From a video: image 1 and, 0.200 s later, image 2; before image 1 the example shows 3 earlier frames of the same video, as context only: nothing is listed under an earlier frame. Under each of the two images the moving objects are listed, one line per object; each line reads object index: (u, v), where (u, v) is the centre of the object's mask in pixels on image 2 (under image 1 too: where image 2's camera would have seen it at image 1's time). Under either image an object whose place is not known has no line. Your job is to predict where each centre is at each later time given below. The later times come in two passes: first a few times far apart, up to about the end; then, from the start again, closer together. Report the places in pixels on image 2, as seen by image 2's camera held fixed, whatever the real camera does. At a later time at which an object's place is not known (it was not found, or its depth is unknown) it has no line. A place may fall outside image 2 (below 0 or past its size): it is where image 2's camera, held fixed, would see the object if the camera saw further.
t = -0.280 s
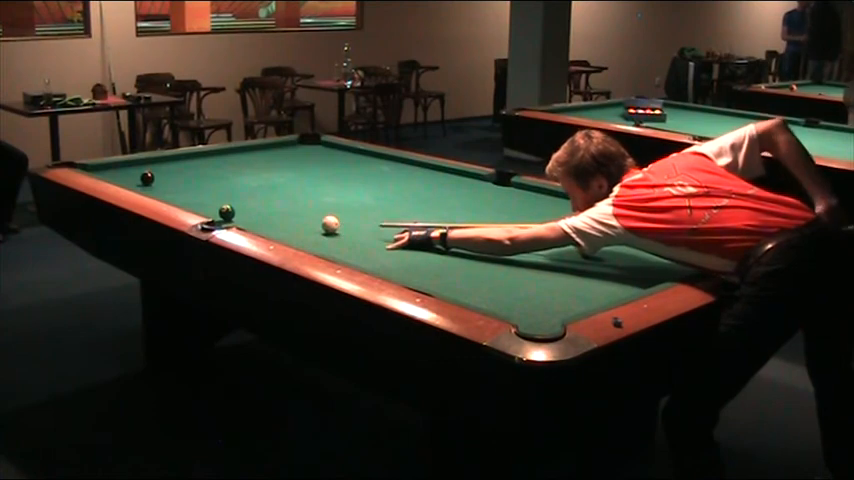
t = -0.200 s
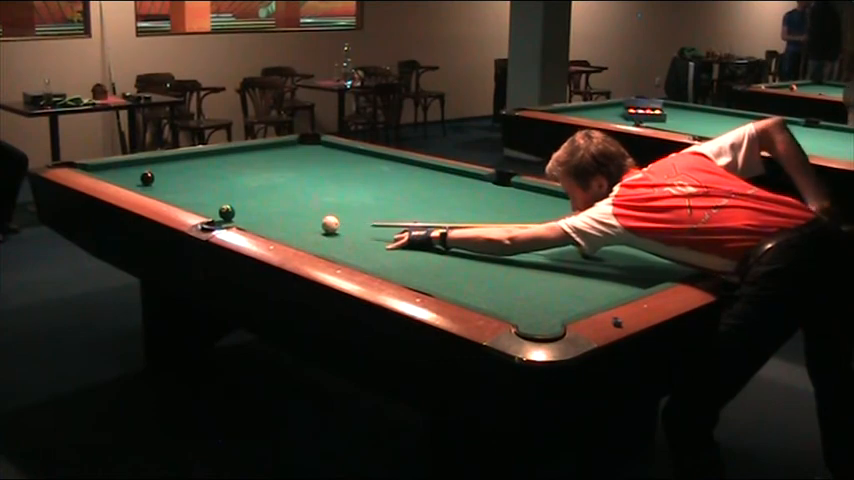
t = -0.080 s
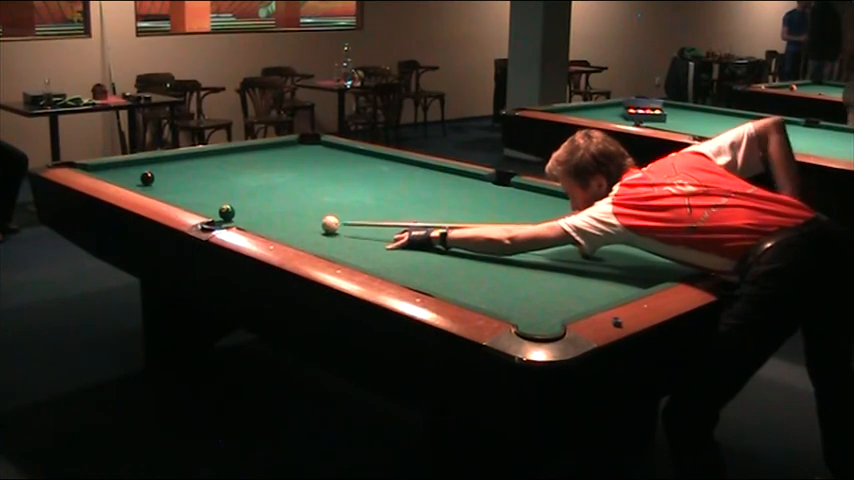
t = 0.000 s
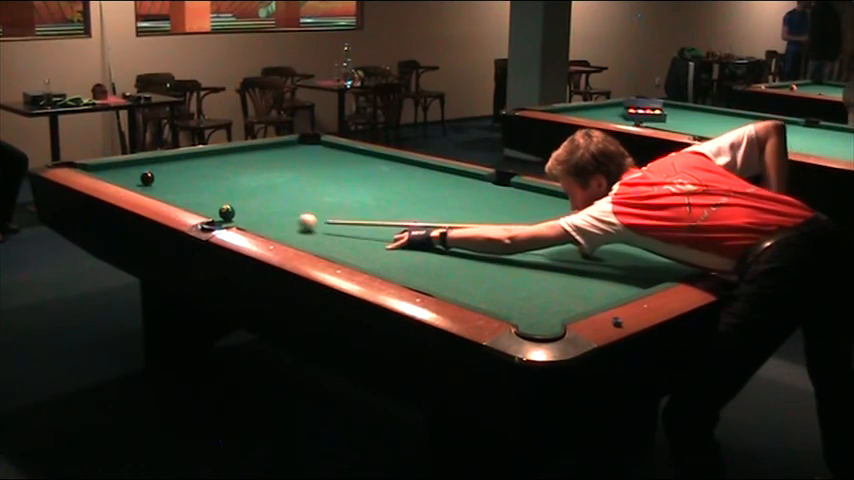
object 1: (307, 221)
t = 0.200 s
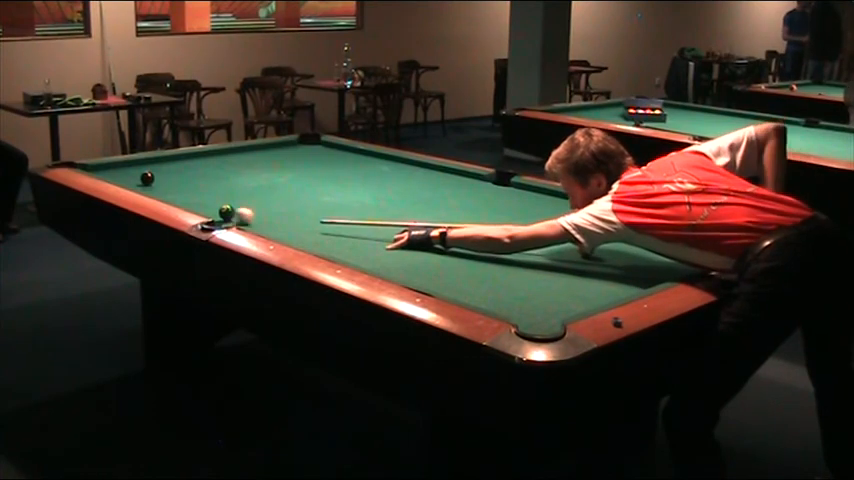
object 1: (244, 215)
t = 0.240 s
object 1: (235, 215)
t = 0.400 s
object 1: (225, 214)
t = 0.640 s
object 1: (237, 210)
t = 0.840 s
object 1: (246, 207)
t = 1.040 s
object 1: (255, 204)
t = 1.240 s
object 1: (263, 201)
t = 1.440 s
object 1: (270, 198)
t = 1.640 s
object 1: (277, 196)
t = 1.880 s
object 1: (284, 193)
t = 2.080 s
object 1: (290, 191)
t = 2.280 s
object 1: (295, 190)
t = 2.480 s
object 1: (299, 188)
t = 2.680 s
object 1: (303, 186)
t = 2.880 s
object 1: (310, 183)
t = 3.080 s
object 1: (311, 184)
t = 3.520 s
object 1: (317, 182)
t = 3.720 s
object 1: (318, 181)
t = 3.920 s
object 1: (320, 181)
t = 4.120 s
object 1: (321, 181)
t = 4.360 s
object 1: (322, 181)
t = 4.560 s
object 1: (322, 181)
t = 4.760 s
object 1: (322, 181)
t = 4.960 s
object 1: (322, 181)
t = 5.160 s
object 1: (322, 181)
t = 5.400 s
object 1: (322, 181)
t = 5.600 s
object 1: (322, 181)
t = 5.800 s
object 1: (322, 181)
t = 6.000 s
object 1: (322, 181)
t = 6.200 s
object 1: (322, 181)
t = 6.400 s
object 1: (322, 180)
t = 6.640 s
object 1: (322, 181)
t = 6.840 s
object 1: (322, 181)
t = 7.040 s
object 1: (322, 181)
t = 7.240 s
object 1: (322, 181)
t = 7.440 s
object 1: (322, 181)
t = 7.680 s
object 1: (322, 181)
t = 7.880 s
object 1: (322, 181)
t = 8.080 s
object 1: (322, 181)
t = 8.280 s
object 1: (322, 181)
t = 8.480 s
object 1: (322, 181)
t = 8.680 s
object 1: (322, 181)
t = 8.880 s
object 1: (322, 181)
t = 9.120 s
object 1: (322, 181)
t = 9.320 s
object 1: (322, 181)
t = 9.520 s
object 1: (322, 181)
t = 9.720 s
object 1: (322, 181)
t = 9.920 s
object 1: (322, 181)
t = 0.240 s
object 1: (235, 215)
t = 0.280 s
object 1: (229, 215)
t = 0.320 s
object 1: (224, 214)
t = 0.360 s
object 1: (224, 214)
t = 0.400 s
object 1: (225, 214)
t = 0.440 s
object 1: (227, 214)
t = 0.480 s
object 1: (229, 213)
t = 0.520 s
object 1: (231, 212)
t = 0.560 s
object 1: (233, 211)
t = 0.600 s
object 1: (235, 211)
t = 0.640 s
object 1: (237, 210)
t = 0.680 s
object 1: (239, 209)
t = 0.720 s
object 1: (241, 209)
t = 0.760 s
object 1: (242, 208)
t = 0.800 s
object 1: (244, 208)
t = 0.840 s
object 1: (246, 207)
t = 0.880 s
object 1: (248, 206)
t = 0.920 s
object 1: (250, 206)
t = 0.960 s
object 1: (252, 205)
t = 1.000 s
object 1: (253, 204)
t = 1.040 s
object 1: (255, 204)
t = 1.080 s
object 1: (257, 203)
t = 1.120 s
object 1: (258, 203)
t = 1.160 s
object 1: (260, 202)
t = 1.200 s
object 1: (262, 202)
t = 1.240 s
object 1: (263, 201)
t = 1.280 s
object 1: (265, 200)
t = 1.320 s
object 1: (266, 200)
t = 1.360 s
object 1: (267, 200)
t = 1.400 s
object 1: (269, 199)
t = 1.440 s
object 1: (270, 198)
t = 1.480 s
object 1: (272, 198)
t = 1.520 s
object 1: (273, 197)
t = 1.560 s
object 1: (274, 197)
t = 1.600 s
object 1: (276, 196)
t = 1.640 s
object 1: (277, 196)
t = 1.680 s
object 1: (278, 195)
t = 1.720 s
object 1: (280, 195)
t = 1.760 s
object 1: (281, 194)
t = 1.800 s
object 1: (282, 194)
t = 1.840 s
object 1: (283, 194)
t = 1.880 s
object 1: (284, 193)
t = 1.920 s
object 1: (285, 193)
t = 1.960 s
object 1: (287, 192)
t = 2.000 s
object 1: (288, 192)
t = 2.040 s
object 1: (289, 192)
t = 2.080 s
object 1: (290, 191)
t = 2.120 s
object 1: (291, 191)
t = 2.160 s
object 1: (292, 191)
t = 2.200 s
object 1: (293, 190)
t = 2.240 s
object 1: (294, 190)
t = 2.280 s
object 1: (295, 190)
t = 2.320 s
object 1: (296, 189)
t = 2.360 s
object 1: (297, 189)
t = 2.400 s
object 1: (298, 189)
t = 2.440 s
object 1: (299, 188)
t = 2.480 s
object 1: (299, 188)
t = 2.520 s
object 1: (300, 188)
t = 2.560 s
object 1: (301, 187)
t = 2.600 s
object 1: (302, 187)
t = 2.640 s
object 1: (303, 187)
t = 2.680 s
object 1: (303, 186)
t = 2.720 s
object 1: (304, 186)
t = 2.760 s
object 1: (305, 186)
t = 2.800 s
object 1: (306, 185)
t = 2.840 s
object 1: (306, 185)
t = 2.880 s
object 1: (310, 183)
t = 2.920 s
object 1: (308, 184)
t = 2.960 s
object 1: (309, 184)
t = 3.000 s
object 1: (309, 184)
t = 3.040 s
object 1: (310, 184)
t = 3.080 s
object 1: (311, 184)
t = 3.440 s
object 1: (317, 182)
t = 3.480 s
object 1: (316, 182)
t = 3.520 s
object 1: (317, 182)
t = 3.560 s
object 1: (317, 182)
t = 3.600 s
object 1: (317, 182)
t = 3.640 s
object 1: (318, 182)
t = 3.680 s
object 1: (318, 181)
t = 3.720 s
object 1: (318, 181)
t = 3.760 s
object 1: (319, 181)
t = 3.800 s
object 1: (320, 181)
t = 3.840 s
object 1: (320, 181)
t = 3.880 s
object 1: (320, 181)
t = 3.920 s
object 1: (320, 181)
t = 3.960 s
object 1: (320, 181)
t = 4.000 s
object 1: (321, 181)
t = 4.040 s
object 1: (321, 181)
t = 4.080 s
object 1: (321, 181)
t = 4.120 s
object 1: (321, 181)
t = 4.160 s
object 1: (321, 181)
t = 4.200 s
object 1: (322, 181)
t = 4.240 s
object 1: (322, 181)
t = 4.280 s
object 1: (322, 181)
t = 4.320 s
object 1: (322, 181)
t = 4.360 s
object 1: (322, 181)
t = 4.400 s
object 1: (322, 181)
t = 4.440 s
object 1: (322, 181)
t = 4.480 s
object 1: (323, 181)
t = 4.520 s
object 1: (322, 181)
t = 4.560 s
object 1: (322, 181)
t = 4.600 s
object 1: (322, 181)
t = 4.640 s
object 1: (322, 181)
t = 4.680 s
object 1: (322, 181)
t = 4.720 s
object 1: (322, 181)
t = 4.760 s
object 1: (322, 181)
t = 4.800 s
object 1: (322, 181)
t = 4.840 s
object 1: (322, 181)
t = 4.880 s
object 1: (322, 181)
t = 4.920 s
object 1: (322, 181)
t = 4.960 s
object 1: (322, 181)
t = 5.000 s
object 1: (322, 181)
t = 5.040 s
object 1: (322, 181)
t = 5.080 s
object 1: (322, 181)
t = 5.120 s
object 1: (322, 181)
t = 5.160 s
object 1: (322, 181)
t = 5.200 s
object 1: (322, 181)
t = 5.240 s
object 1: (322, 181)
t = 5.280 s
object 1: (322, 181)
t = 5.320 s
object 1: (322, 181)
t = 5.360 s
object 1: (322, 181)
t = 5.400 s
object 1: (322, 181)
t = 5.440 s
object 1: (322, 181)
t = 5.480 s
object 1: (322, 181)
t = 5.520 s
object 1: (322, 181)
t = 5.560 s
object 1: (322, 181)
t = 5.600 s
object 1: (322, 181)
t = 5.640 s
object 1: (322, 181)
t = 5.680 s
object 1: (322, 181)
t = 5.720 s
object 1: (322, 181)
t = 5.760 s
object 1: (322, 181)
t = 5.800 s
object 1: (322, 181)
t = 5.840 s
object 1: (322, 181)
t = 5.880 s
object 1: (322, 181)
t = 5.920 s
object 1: (322, 181)
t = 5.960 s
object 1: (322, 181)
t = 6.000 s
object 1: (322, 181)
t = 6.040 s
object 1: (322, 181)
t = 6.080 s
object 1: (322, 181)
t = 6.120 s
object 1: (322, 181)
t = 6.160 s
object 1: (322, 181)
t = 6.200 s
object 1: (322, 181)
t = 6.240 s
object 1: (322, 181)
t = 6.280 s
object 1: (322, 181)
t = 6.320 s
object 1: (322, 180)
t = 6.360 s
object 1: (322, 181)
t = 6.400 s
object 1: (322, 180)
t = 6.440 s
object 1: (322, 181)
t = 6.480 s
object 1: (322, 180)
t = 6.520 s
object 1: (322, 181)
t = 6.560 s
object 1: (322, 181)
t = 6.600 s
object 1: (322, 181)
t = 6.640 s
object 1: (322, 181)
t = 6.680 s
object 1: (322, 181)
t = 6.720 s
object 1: (322, 181)
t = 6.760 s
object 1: (322, 181)
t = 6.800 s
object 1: (322, 180)
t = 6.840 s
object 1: (322, 181)
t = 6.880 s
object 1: (322, 181)
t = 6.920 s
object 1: (322, 181)
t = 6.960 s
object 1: (322, 181)
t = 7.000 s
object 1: (322, 181)
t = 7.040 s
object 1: (322, 181)
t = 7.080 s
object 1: (322, 181)
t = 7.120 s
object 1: (322, 181)
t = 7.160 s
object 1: (322, 181)
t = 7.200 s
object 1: (322, 181)
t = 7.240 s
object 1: (322, 181)
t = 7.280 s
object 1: (322, 181)
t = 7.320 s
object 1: (322, 181)
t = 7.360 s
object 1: (322, 181)
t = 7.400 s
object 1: (322, 181)
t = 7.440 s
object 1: (322, 181)
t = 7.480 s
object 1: (322, 181)
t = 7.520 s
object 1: (322, 181)
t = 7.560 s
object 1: (322, 181)
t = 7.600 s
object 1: (322, 181)
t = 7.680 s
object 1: (322, 181)
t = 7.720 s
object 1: (322, 180)
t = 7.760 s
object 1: (322, 180)
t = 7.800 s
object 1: (322, 181)
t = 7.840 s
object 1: (322, 181)
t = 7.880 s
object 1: (322, 181)
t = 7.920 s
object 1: (322, 181)
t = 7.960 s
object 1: (322, 181)
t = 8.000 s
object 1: (322, 181)
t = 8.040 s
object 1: (322, 181)
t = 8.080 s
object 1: (322, 181)
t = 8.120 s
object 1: (322, 181)
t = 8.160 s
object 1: (322, 181)
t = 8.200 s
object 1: (322, 181)
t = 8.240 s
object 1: (322, 181)
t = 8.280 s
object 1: (322, 181)
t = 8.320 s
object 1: (322, 181)
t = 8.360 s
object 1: (322, 181)
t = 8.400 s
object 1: (322, 181)
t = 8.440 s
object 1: (322, 181)
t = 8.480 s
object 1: (322, 181)
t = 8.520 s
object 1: (322, 181)
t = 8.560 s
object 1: (322, 181)
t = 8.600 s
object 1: (322, 181)
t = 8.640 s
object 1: (322, 181)
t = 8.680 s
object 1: (322, 181)
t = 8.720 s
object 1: (322, 181)
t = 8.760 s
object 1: (322, 181)
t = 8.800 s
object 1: (322, 181)
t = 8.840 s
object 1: (322, 181)
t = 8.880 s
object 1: (322, 181)
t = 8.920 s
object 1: (322, 181)
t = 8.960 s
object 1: (322, 181)
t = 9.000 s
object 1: (322, 181)
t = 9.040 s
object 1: (322, 181)
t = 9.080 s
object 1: (322, 181)
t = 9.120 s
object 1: (322, 181)
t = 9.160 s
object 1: (322, 181)
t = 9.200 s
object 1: (322, 181)
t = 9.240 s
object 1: (322, 181)
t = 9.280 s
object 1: (322, 181)
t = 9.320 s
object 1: (322, 181)
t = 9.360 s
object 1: (322, 181)
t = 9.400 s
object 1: (322, 181)
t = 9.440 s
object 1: (322, 181)
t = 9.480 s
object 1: (322, 181)
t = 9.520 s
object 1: (322, 181)
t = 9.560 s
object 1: (322, 181)
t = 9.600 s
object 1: (322, 181)
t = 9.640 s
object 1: (322, 181)
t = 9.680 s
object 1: (322, 181)
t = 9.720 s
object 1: (322, 181)
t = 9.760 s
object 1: (322, 181)
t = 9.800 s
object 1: (322, 181)
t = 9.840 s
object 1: (322, 181)
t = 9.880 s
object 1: (322, 181)
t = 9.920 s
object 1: (322, 181)
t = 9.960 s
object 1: (322, 181)
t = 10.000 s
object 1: (322, 181)
